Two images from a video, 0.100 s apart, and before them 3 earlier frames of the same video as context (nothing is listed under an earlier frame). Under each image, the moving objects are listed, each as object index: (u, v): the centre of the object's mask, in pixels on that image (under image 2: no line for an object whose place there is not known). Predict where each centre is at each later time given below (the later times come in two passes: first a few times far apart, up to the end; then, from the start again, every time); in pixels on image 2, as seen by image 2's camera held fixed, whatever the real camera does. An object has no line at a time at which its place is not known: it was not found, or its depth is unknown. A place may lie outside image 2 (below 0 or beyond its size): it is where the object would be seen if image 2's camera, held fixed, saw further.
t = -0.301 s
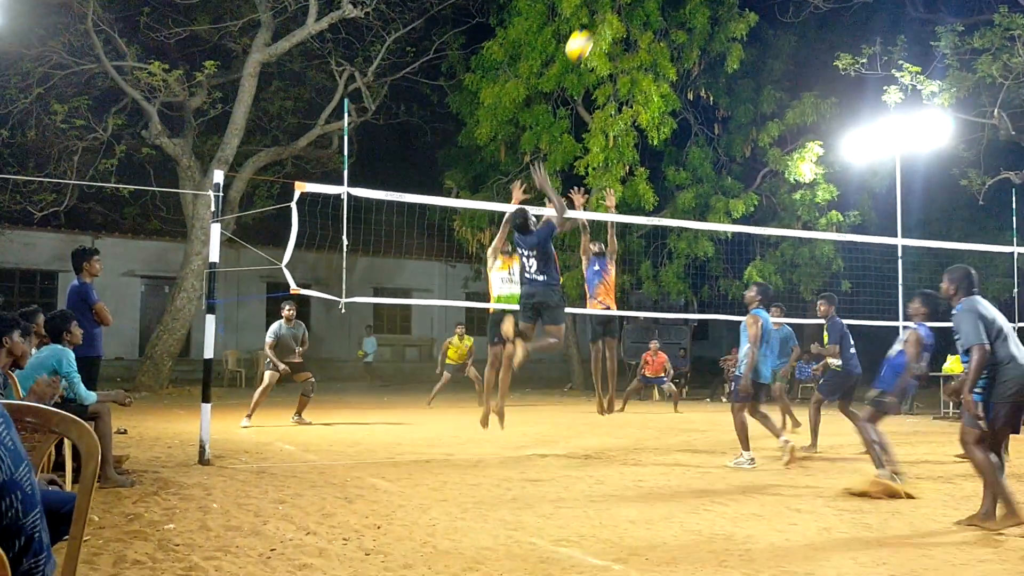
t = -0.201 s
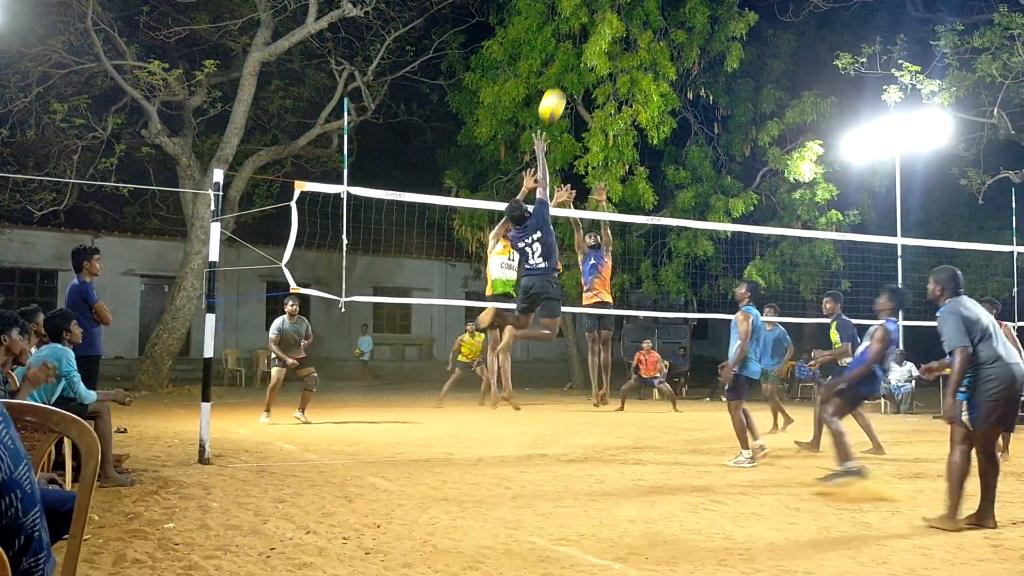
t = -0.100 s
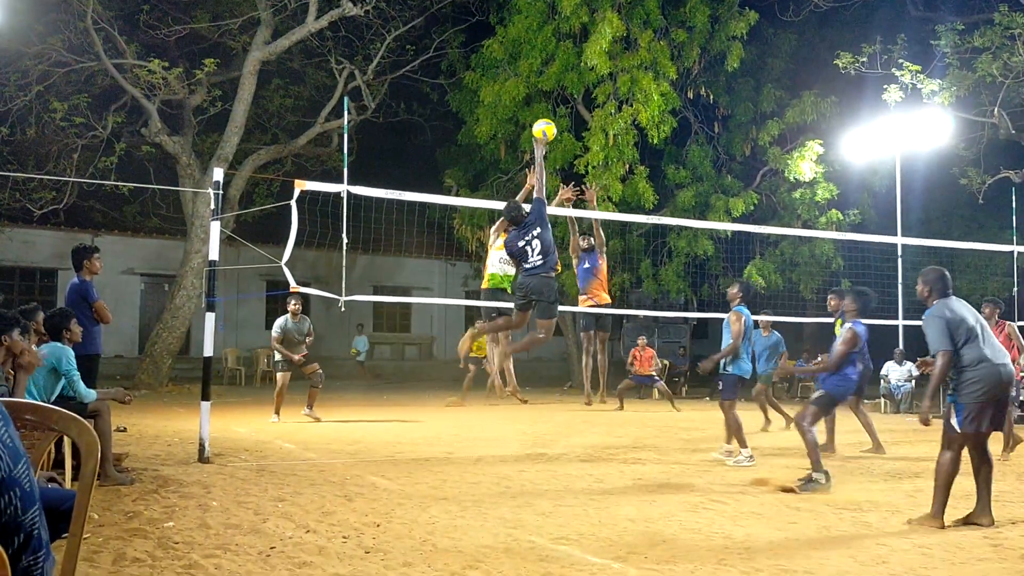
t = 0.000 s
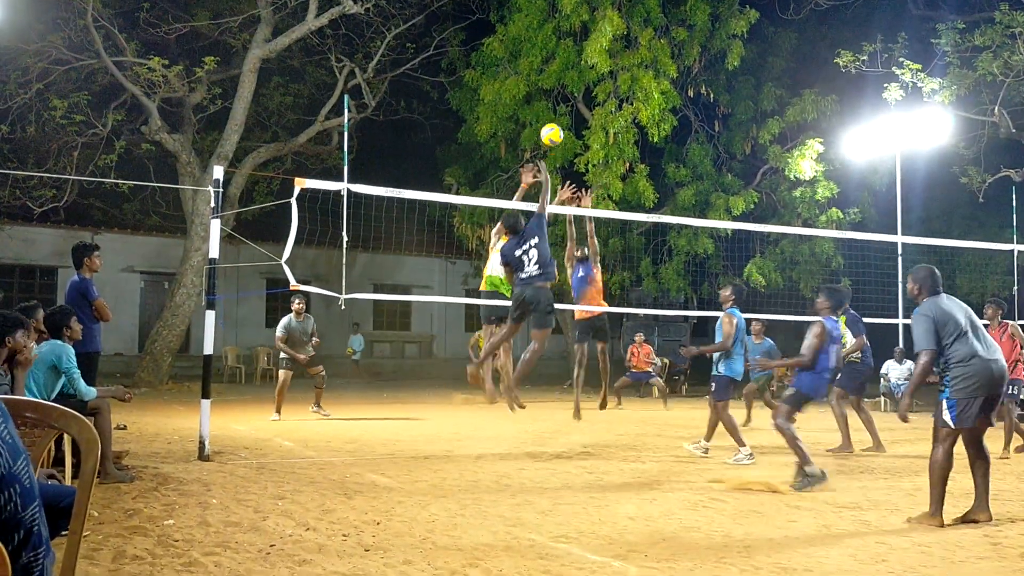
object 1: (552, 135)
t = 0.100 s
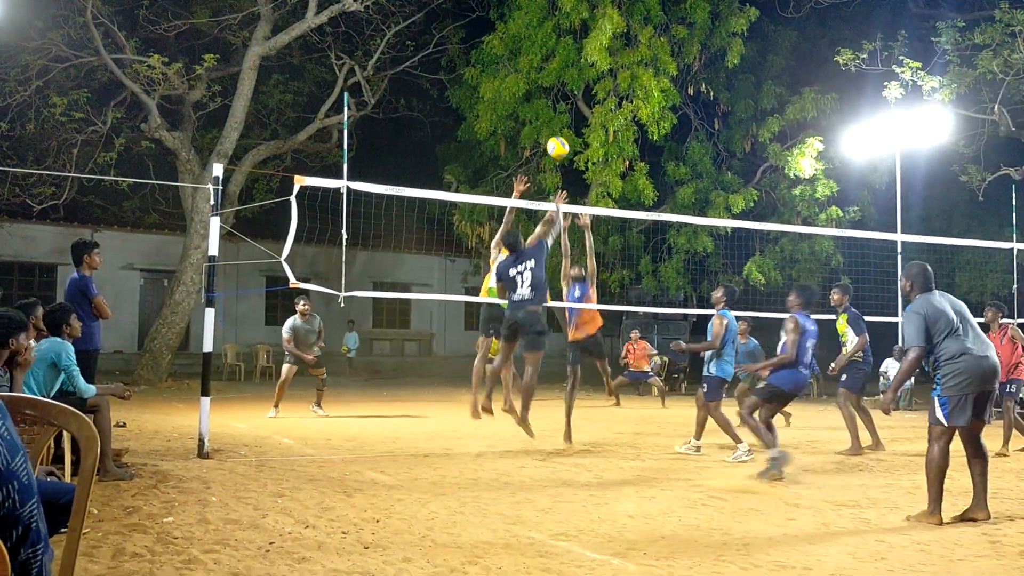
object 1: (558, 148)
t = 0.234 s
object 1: (565, 179)
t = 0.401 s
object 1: (572, 235)
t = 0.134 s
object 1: (560, 155)
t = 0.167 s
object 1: (561, 162)
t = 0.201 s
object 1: (563, 170)
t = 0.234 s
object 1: (565, 179)
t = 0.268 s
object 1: (566, 189)
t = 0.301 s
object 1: (567, 197)
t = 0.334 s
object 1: (569, 217)
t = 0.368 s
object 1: (571, 223)
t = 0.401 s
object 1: (572, 235)
